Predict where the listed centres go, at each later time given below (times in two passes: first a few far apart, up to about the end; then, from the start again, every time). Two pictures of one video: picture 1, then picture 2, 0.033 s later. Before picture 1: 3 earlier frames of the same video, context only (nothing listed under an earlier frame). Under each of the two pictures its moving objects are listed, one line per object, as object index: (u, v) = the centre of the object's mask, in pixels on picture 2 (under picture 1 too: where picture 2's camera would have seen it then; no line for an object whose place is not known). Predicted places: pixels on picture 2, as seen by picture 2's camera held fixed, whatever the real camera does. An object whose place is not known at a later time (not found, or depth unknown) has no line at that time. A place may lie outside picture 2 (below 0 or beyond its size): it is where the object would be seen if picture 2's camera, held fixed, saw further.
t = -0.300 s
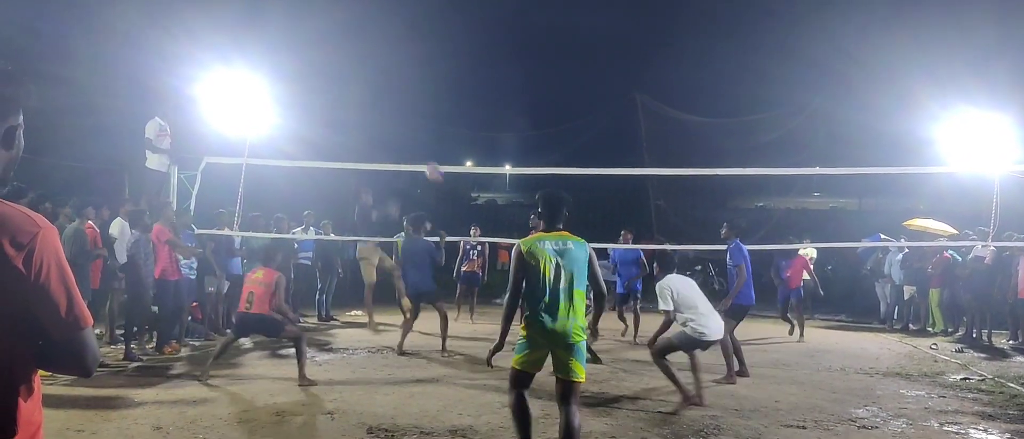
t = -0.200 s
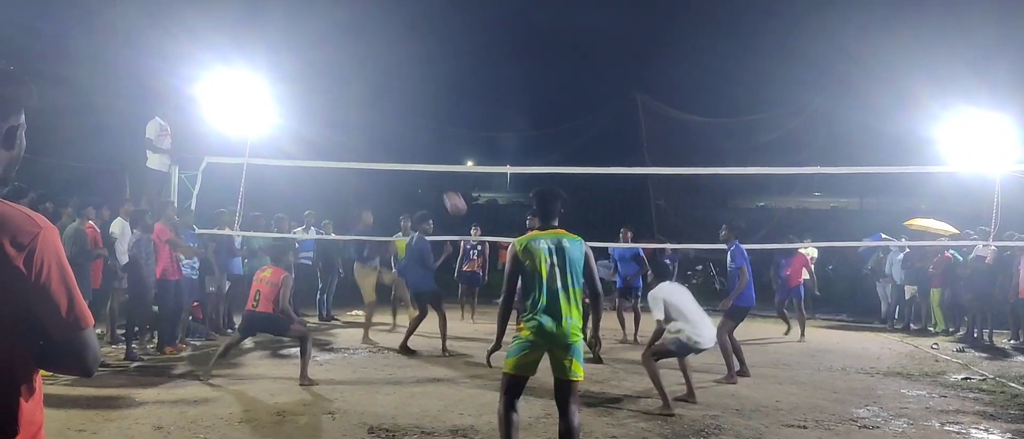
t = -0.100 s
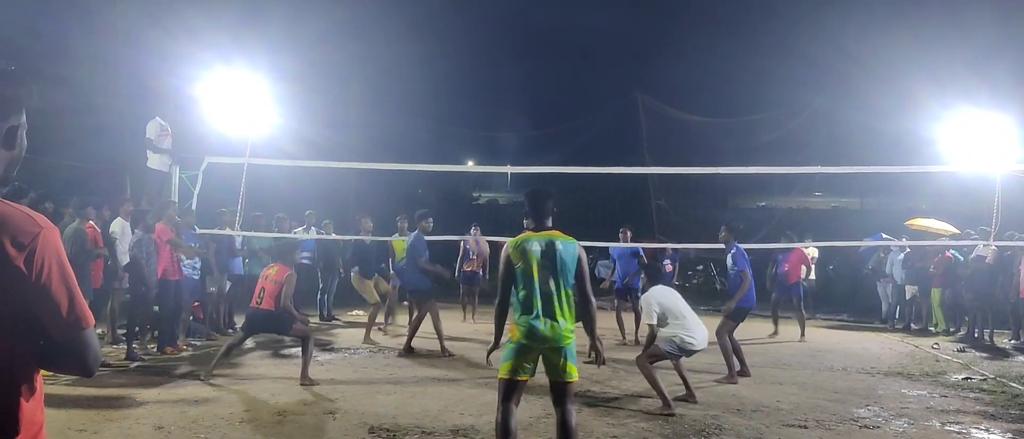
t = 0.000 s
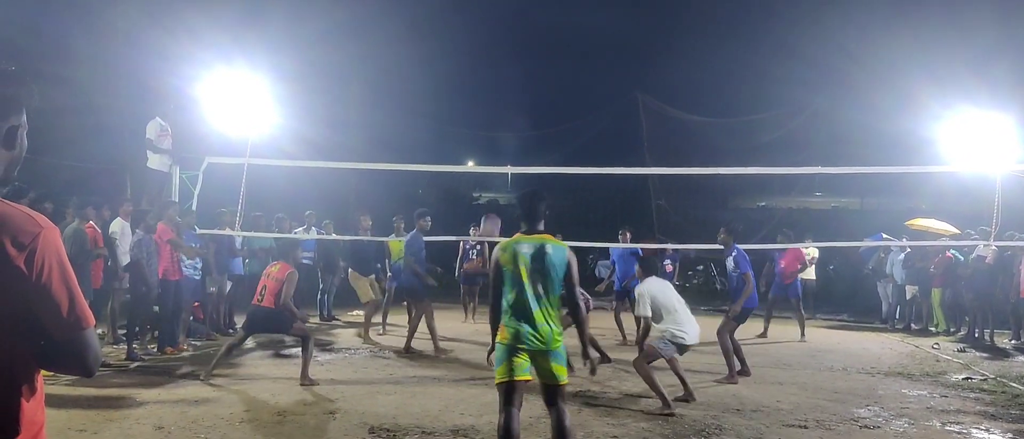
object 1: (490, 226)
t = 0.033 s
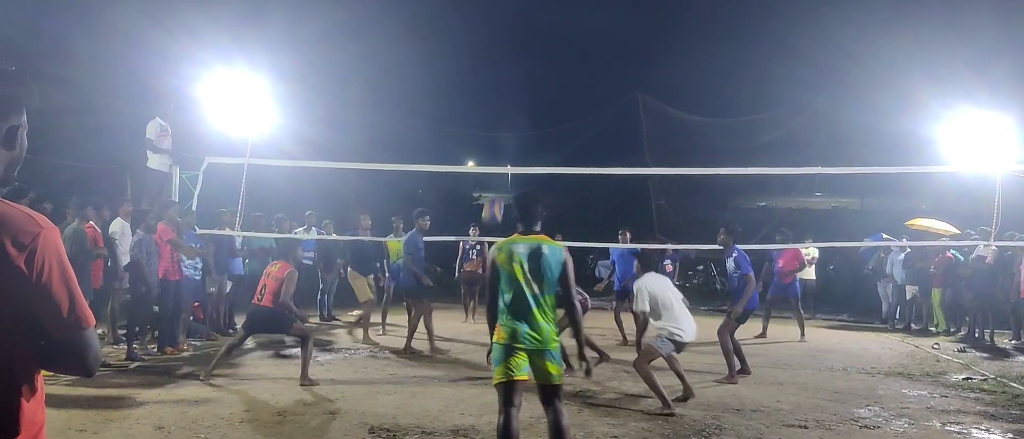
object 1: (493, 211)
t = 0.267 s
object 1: (510, 119)
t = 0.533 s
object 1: (529, 75)
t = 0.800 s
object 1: (547, 92)
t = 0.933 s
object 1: (555, 125)
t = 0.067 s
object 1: (496, 194)
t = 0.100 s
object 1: (498, 181)
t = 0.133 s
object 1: (500, 164)
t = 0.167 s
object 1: (502, 153)
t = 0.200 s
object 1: (505, 140)
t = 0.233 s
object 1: (508, 129)
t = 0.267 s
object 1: (510, 119)
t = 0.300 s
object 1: (512, 110)
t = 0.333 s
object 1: (514, 102)
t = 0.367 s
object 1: (517, 95)
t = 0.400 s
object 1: (519, 89)
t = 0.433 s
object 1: (522, 84)
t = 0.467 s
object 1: (525, 80)
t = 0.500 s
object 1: (527, 77)
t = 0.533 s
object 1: (529, 75)
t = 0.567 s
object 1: (531, 73)
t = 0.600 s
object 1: (533, 73)
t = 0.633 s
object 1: (536, 74)
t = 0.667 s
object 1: (538, 75)
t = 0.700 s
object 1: (540, 78)
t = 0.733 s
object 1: (542, 82)
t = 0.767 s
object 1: (544, 87)
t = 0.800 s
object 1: (547, 92)
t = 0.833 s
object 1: (549, 99)
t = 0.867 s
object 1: (551, 107)
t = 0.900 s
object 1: (553, 115)
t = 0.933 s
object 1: (555, 125)
